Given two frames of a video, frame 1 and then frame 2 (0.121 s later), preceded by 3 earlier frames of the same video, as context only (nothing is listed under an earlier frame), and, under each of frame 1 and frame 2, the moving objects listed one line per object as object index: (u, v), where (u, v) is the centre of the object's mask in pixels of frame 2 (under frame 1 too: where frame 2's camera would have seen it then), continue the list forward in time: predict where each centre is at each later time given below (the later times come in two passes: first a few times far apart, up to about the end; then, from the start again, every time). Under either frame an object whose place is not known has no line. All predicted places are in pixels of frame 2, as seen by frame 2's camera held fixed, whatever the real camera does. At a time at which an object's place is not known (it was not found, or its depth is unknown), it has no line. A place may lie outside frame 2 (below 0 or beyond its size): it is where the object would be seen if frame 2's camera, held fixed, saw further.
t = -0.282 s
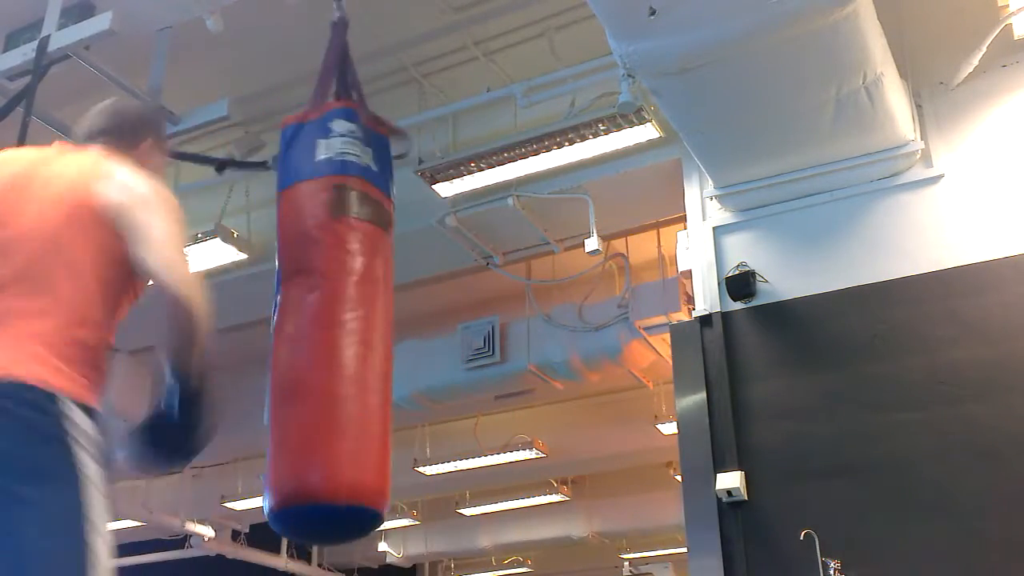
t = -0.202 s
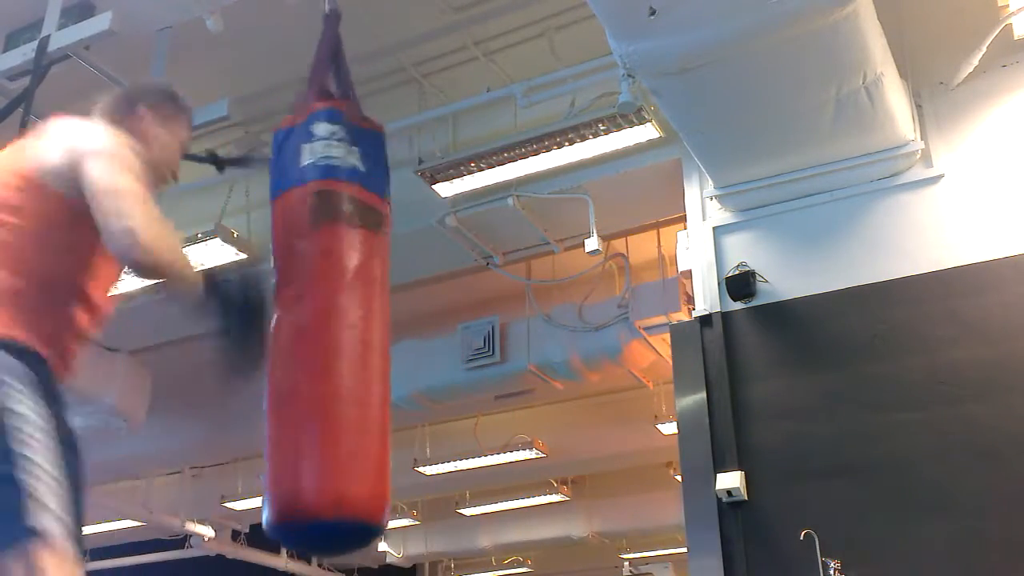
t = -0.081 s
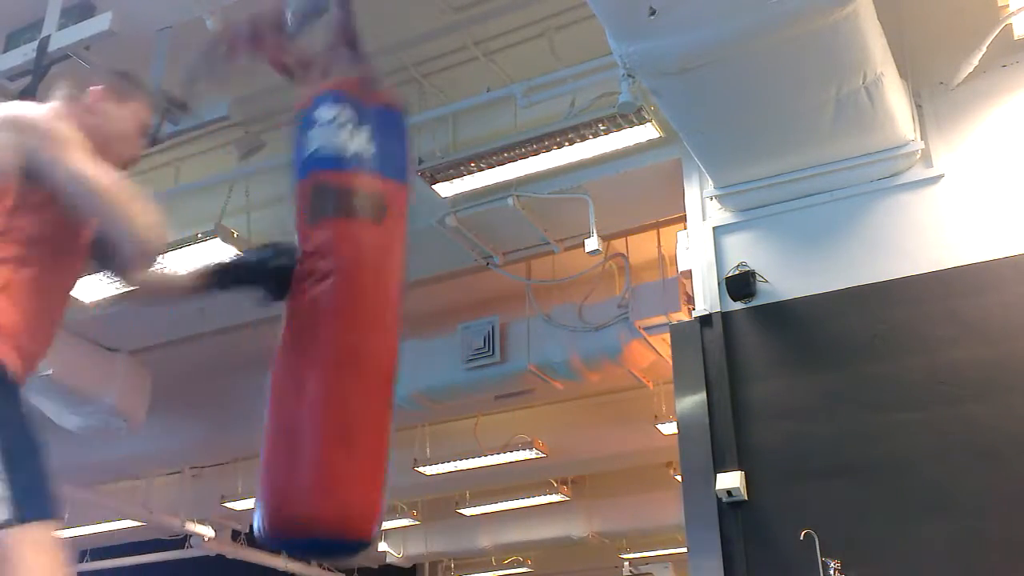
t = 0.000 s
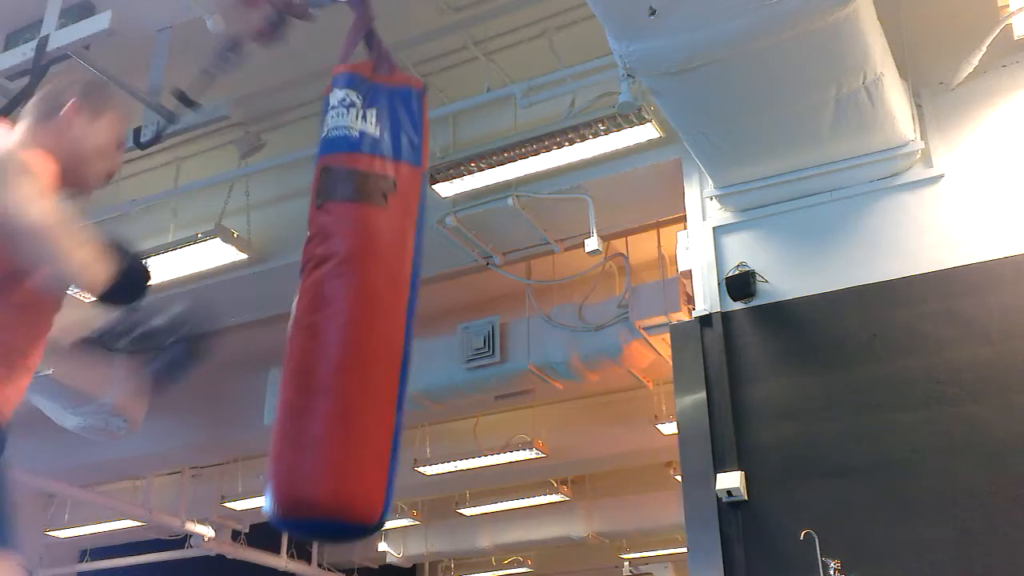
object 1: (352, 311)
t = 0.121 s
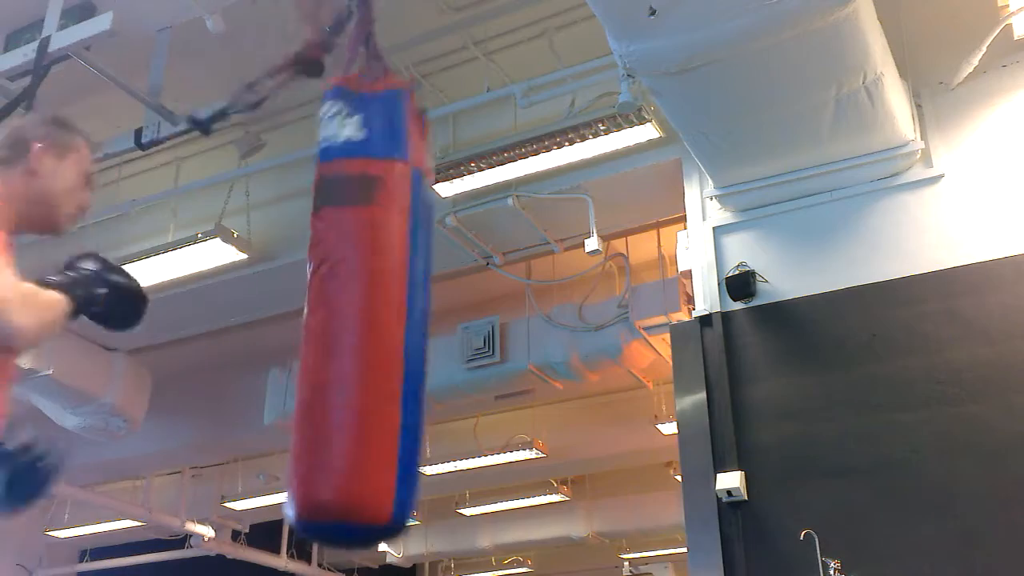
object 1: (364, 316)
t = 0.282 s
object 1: (367, 316)
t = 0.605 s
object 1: (358, 304)
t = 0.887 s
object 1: (299, 289)
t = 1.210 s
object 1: (222, 292)
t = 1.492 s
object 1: (178, 299)
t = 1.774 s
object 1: (193, 311)
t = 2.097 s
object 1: (246, 328)
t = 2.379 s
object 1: (312, 333)
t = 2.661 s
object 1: (373, 324)
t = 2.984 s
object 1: (398, 313)
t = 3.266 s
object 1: (369, 312)
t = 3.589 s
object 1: (288, 310)
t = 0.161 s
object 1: (364, 326)
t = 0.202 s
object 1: (365, 329)
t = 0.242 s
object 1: (366, 322)
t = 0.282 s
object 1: (367, 316)
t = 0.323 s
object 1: (367, 313)
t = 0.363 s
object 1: (367, 309)
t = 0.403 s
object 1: (368, 307)
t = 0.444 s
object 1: (369, 306)
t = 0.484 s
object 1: (369, 305)
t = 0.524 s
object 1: (367, 305)
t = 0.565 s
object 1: (363, 305)
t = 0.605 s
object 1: (358, 304)
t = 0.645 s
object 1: (352, 302)
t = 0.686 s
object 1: (346, 301)
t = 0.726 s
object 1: (338, 299)
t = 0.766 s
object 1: (328, 296)
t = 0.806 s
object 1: (319, 294)
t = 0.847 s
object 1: (309, 292)
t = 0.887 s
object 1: (299, 289)
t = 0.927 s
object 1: (289, 287)
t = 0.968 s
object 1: (278, 287)
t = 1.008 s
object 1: (269, 288)
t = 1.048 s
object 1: (259, 290)
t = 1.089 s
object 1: (249, 291)
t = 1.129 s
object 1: (239, 292)
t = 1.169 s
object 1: (230, 293)
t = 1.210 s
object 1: (222, 292)
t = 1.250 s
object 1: (213, 293)
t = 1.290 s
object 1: (205, 293)
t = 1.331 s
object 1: (198, 293)
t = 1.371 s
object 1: (190, 294)
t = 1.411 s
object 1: (185, 295)
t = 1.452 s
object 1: (180, 297)
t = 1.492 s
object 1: (178, 299)
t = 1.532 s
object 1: (177, 303)
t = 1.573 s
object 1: (177, 306)
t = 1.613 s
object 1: (179, 309)
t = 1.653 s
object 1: (181, 310)
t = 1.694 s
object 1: (184, 311)
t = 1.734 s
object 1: (188, 310)
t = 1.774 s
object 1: (193, 311)
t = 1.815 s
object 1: (196, 312)
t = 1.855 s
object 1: (201, 313)
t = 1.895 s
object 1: (207, 315)
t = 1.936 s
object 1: (214, 318)
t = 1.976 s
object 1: (219, 321)
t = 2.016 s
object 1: (229, 324)
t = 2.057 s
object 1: (238, 327)
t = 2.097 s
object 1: (246, 328)
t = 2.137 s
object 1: (255, 327)
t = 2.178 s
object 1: (266, 329)
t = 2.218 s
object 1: (275, 329)
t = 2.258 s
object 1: (285, 330)
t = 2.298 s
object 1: (293, 331)
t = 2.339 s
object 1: (302, 332)
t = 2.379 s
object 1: (312, 333)
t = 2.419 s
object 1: (322, 334)
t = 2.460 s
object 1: (331, 331)
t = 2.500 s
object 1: (339, 329)
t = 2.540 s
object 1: (348, 327)
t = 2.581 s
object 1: (358, 325)
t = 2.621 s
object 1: (366, 325)
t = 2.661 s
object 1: (373, 324)
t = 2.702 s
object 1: (378, 324)
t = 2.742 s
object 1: (383, 324)
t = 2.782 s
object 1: (389, 322)
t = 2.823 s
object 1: (394, 320)
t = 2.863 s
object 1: (397, 318)
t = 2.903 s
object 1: (398, 315)
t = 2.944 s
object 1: (398, 314)
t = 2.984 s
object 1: (398, 313)
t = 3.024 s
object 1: (397, 312)
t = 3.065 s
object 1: (395, 313)
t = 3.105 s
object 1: (392, 312)
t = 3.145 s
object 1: (387, 312)
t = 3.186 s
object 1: (382, 313)
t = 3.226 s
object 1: (377, 312)
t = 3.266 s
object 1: (369, 312)
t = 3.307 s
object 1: (361, 312)
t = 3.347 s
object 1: (352, 311)
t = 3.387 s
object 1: (341, 310)
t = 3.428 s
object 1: (331, 309)
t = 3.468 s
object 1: (322, 310)
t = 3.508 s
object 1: (310, 310)
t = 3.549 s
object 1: (300, 311)
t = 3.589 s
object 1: (288, 310)
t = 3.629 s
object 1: (277, 310)
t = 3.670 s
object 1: (264, 310)
